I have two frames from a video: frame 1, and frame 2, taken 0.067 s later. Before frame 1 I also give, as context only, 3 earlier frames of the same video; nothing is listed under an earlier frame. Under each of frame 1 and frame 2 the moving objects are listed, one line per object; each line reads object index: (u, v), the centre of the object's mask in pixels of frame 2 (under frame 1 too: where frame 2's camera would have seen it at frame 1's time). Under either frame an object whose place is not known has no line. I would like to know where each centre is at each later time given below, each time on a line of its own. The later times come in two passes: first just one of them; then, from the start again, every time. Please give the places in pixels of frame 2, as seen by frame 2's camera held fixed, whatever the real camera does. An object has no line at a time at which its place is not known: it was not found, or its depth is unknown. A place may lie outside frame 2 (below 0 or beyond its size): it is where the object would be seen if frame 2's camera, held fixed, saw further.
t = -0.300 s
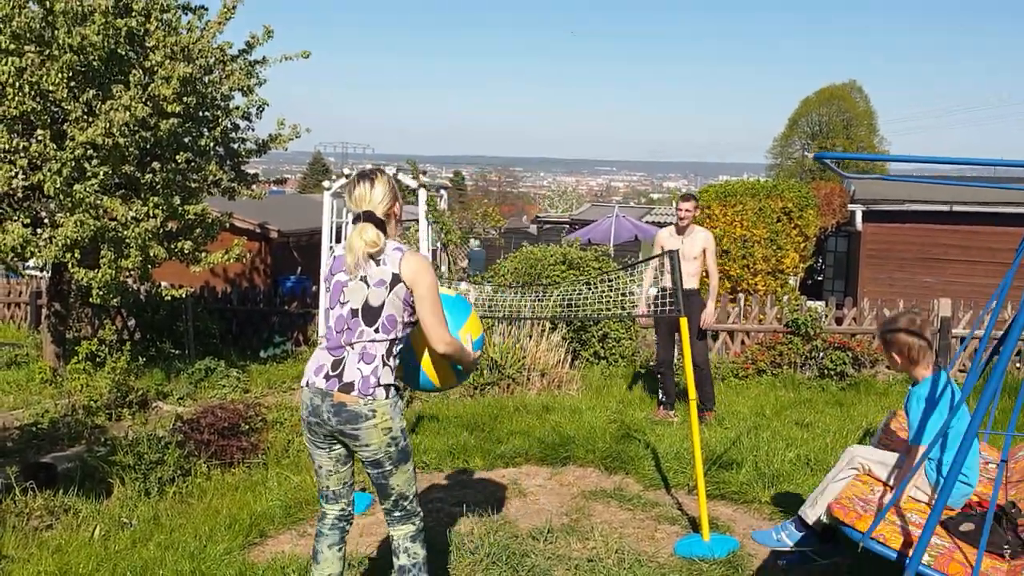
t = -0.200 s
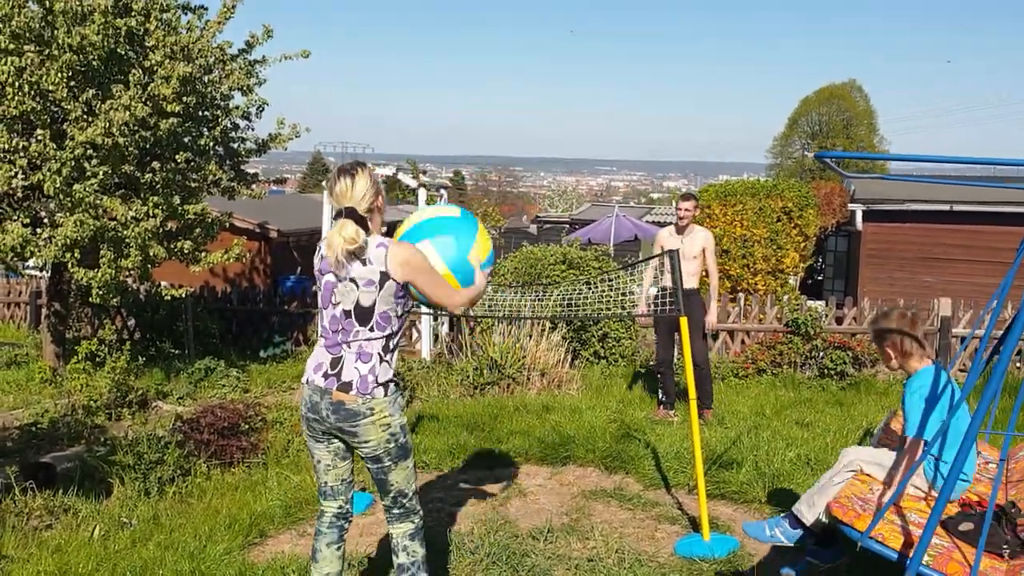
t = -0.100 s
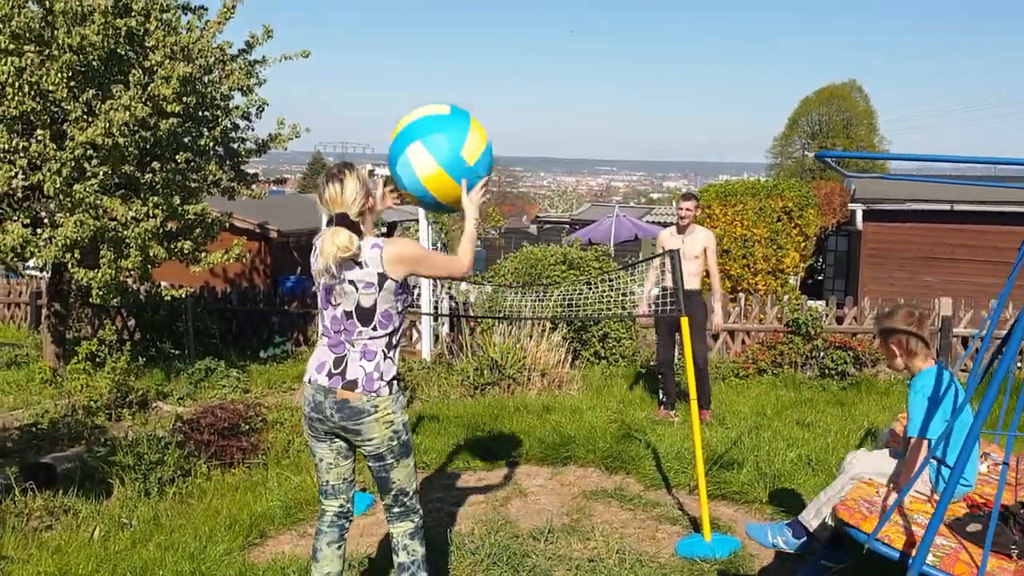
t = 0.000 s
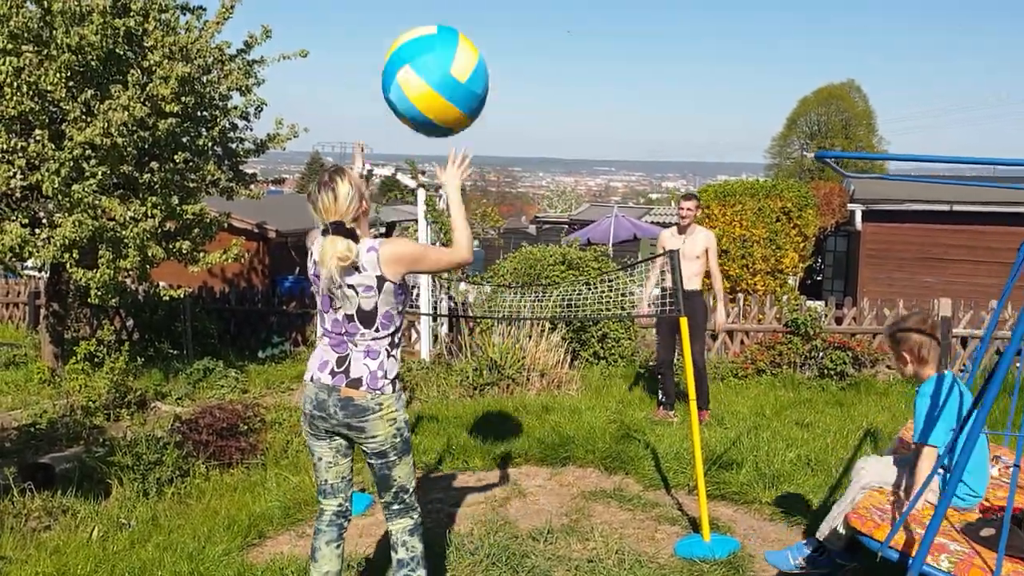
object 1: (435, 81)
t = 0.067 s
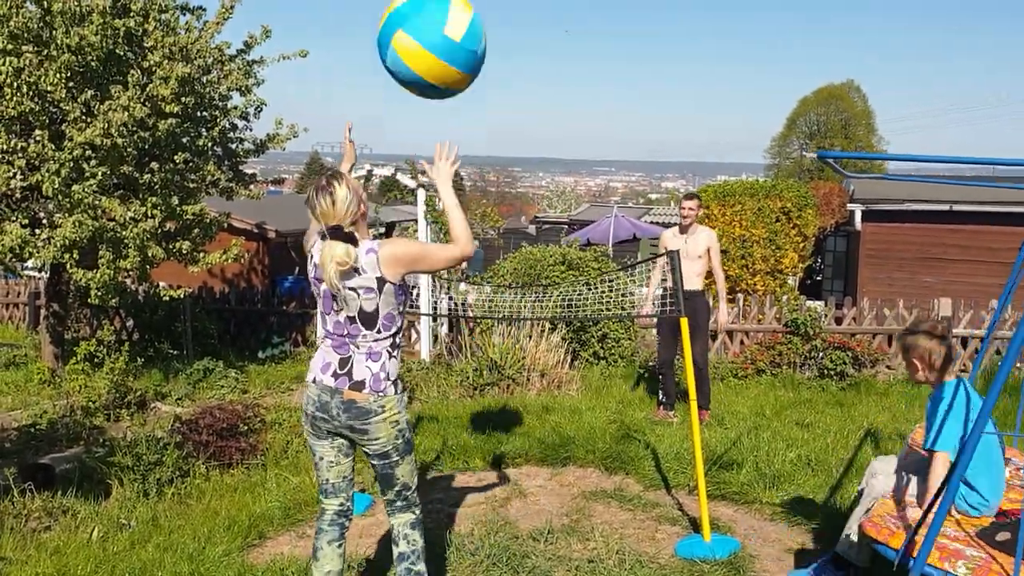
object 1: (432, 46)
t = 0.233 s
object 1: (424, 21)
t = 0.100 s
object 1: (431, 37)
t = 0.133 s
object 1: (429, 31)
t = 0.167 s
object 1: (427, 27)
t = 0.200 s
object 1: (426, 23)
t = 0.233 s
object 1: (424, 21)
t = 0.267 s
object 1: (422, 20)
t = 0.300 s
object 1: (420, 20)
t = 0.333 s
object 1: (418, 21)
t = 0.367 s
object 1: (416, 23)
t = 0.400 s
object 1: (414, 26)
